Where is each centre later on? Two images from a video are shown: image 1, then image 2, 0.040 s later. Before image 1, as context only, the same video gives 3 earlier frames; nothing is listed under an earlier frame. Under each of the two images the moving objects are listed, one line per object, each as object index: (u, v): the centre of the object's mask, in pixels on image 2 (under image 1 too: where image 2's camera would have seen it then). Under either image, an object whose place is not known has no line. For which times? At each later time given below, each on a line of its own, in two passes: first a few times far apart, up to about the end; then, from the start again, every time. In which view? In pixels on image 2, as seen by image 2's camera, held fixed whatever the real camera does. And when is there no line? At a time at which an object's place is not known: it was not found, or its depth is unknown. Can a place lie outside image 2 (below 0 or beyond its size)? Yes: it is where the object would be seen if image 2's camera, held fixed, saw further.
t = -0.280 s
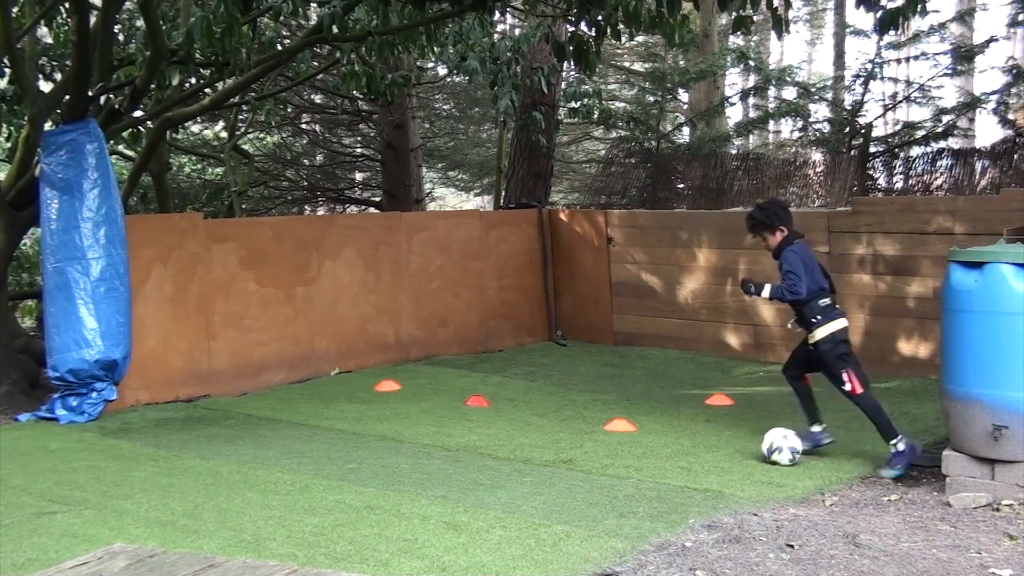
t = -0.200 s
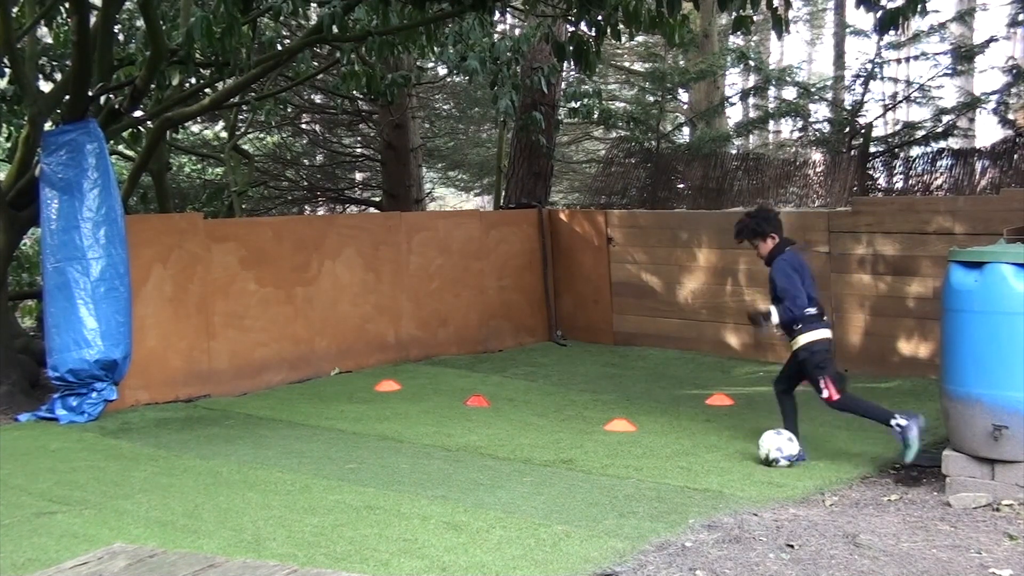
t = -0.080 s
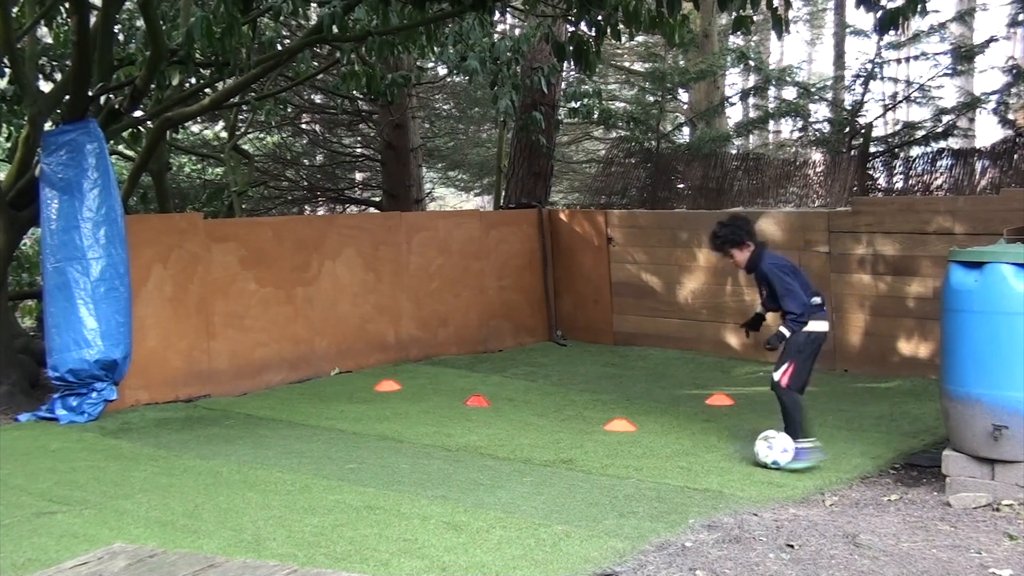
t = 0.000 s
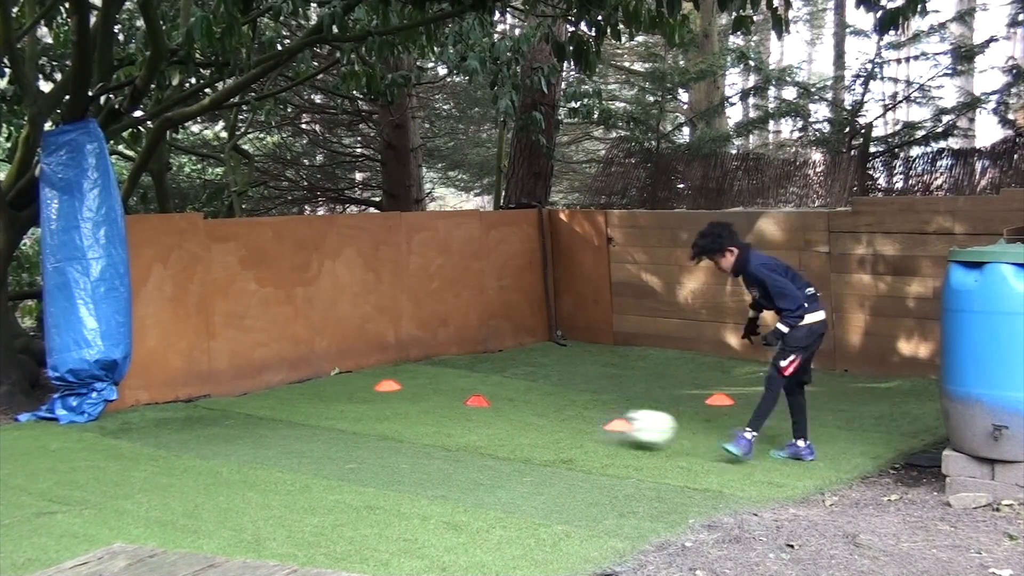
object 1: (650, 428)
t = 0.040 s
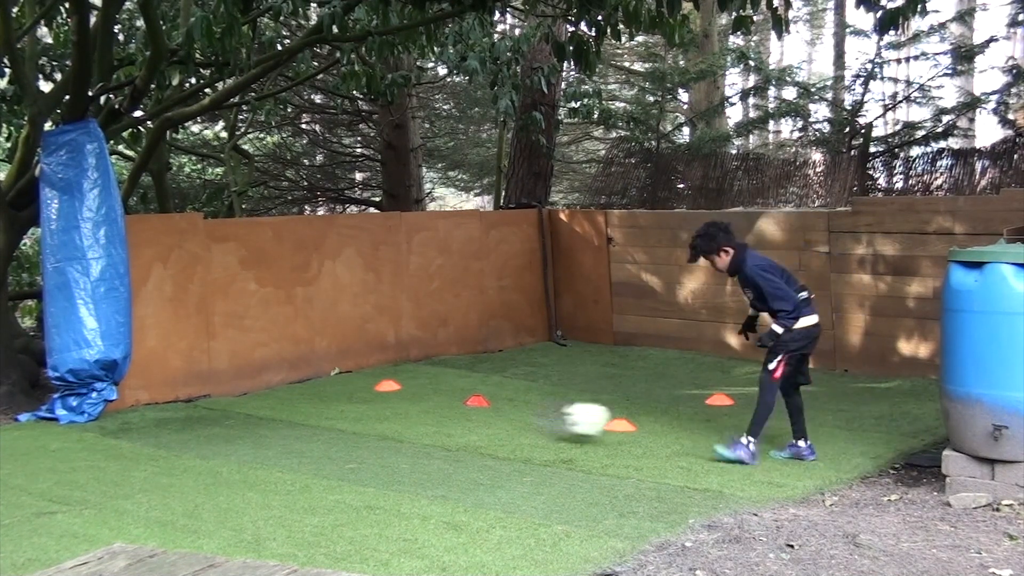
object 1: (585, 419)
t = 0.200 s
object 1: (374, 400)
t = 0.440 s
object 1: (195, 390)
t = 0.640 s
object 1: (271, 405)
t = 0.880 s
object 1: (347, 417)
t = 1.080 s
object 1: (409, 428)
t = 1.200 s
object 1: (448, 428)
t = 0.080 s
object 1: (526, 414)
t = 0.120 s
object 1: (470, 413)
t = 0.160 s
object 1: (418, 411)
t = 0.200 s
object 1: (374, 400)
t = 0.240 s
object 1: (333, 391)
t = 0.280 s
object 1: (294, 385)
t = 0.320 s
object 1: (255, 382)
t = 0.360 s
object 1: (218, 382)
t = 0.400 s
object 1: (184, 385)
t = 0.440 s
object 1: (195, 390)
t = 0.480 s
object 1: (213, 395)
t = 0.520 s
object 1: (227, 396)
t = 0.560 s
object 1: (242, 398)
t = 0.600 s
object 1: (257, 403)
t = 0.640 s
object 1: (271, 405)
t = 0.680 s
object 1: (283, 406)
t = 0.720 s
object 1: (296, 408)
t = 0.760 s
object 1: (310, 412)
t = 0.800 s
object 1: (322, 414)
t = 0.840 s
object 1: (334, 415)
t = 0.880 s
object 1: (347, 417)
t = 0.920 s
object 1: (359, 419)
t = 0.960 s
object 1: (371, 420)
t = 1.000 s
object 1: (384, 421)
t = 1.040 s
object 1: (396, 424)
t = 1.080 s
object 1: (409, 428)
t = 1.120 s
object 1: (422, 426)
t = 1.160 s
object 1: (435, 426)
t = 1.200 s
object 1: (448, 428)
